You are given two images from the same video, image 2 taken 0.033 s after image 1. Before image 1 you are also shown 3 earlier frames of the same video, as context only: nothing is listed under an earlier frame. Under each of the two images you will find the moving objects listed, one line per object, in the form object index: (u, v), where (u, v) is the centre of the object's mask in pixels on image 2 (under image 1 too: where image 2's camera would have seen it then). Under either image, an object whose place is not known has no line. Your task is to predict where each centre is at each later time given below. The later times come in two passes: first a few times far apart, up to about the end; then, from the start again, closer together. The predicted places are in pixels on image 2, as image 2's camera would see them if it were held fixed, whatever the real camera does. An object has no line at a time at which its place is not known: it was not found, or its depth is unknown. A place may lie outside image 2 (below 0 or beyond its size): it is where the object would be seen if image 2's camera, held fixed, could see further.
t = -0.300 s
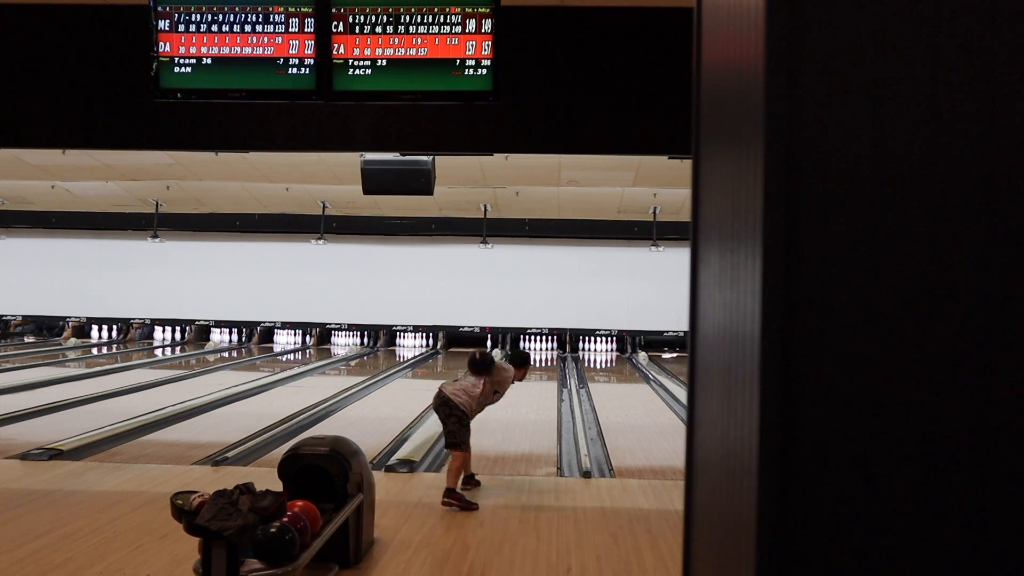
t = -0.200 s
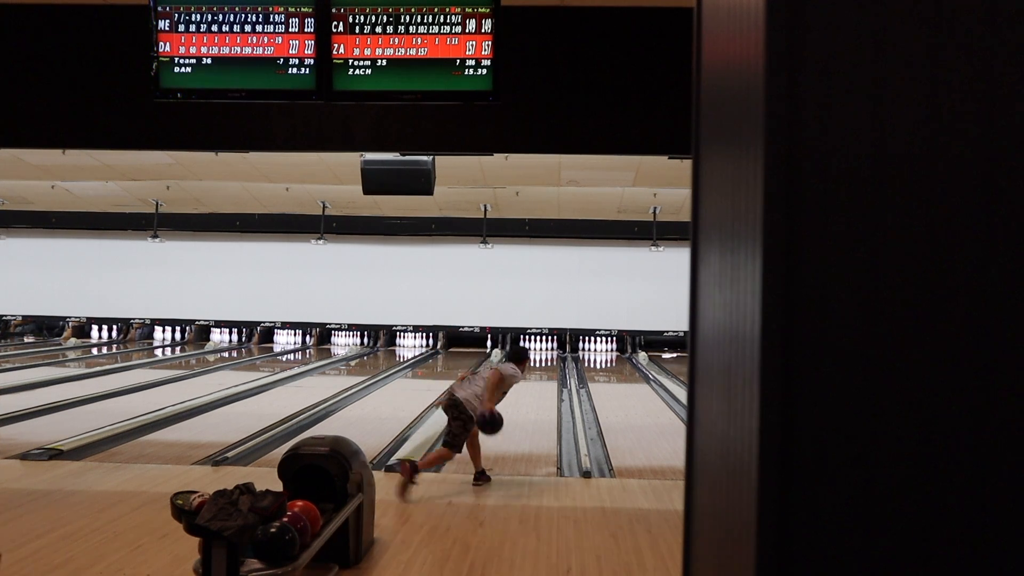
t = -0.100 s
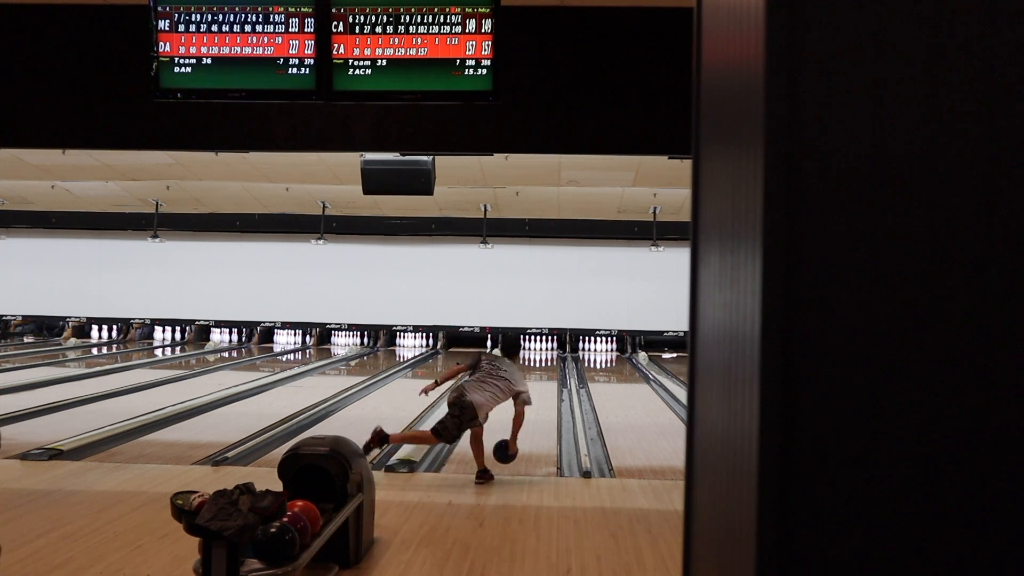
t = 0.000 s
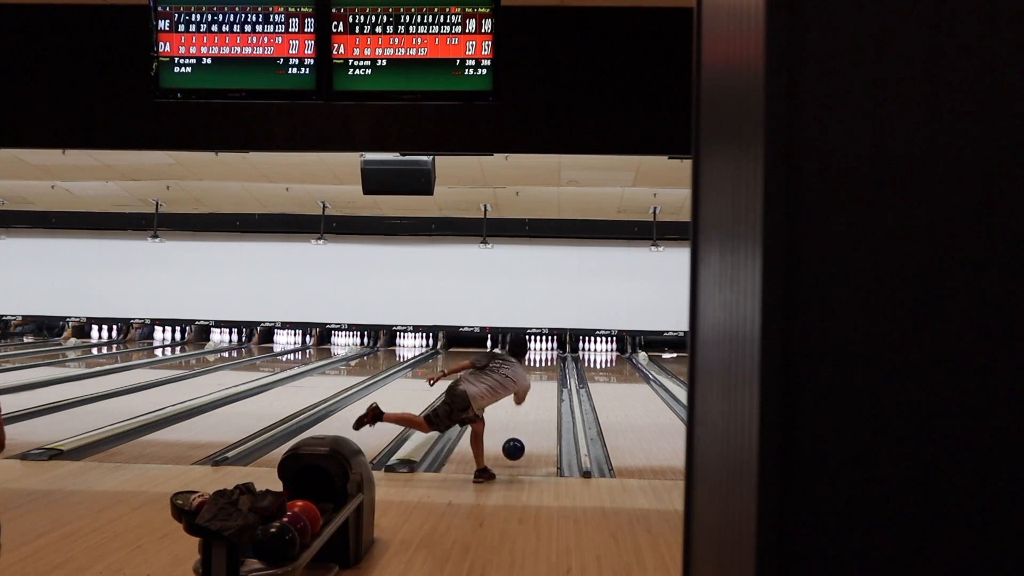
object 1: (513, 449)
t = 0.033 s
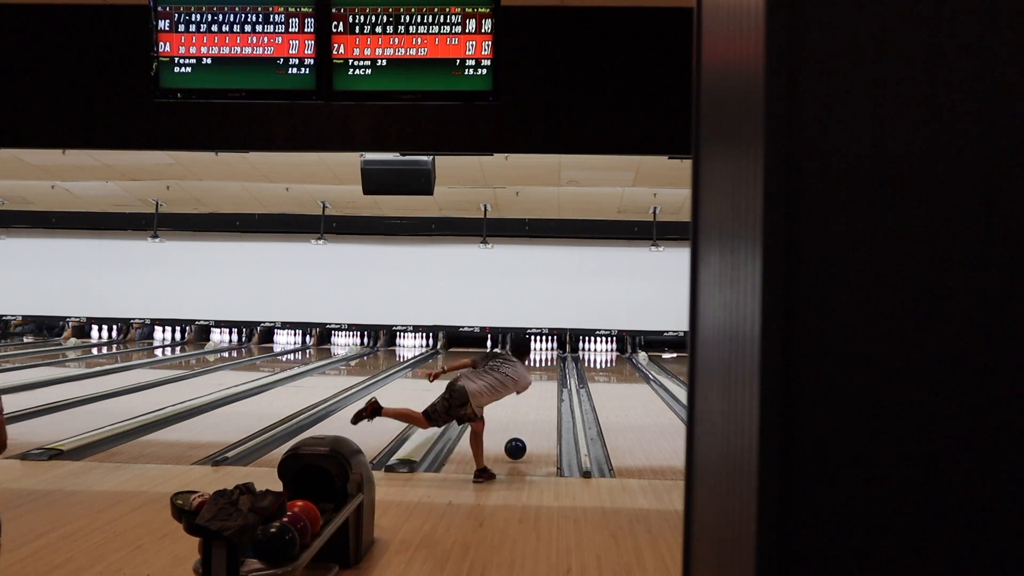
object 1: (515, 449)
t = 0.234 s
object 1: (525, 428)
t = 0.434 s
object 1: (533, 411)
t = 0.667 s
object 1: (539, 397)
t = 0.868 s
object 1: (544, 386)
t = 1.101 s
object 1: (547, 377)
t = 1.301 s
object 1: (550, 370)
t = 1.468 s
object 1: (551, 364)
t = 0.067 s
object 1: (517, 447)
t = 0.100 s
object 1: (519, 443)
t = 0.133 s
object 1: (521, 439)
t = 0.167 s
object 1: (522, 435)
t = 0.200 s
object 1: (524, 432)
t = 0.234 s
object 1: (525, 428)
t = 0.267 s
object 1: (527, 425)
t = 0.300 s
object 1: (528, 422)
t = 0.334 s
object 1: (529, 419)
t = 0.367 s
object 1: (530, 417)
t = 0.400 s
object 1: (532, 414)
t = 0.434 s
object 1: (533, 411)
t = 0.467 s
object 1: (534, 409)
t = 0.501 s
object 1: (534, 407)
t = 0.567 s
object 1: (540, 401)
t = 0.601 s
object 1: (538, 400)
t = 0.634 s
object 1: (539, 398)
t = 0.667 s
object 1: (539, 397)
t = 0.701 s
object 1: (540, 395)
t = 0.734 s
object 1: (541, 393)
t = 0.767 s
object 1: (542, 391)
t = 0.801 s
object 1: (542, 389)
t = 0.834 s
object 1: (543, 388)
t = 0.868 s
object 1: (544, 386)
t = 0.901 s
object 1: (544, 385)
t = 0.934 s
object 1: (545, 383)
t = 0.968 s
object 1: (545, 382)
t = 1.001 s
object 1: (546, 380)
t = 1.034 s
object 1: (546, 379)
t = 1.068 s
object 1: (547, 378)
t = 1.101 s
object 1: (547, 377)
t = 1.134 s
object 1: (548, 376)
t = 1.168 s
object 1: (548, 374)
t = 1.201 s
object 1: (549, 373)
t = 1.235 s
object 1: (549, 372)
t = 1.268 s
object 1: (549, 371)
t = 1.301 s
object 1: (550, 370)
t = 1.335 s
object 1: (550, 369)
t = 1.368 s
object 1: (550, 368)
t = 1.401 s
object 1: (550, 367)
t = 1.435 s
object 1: (550, 366)
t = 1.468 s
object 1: (551, 364)
